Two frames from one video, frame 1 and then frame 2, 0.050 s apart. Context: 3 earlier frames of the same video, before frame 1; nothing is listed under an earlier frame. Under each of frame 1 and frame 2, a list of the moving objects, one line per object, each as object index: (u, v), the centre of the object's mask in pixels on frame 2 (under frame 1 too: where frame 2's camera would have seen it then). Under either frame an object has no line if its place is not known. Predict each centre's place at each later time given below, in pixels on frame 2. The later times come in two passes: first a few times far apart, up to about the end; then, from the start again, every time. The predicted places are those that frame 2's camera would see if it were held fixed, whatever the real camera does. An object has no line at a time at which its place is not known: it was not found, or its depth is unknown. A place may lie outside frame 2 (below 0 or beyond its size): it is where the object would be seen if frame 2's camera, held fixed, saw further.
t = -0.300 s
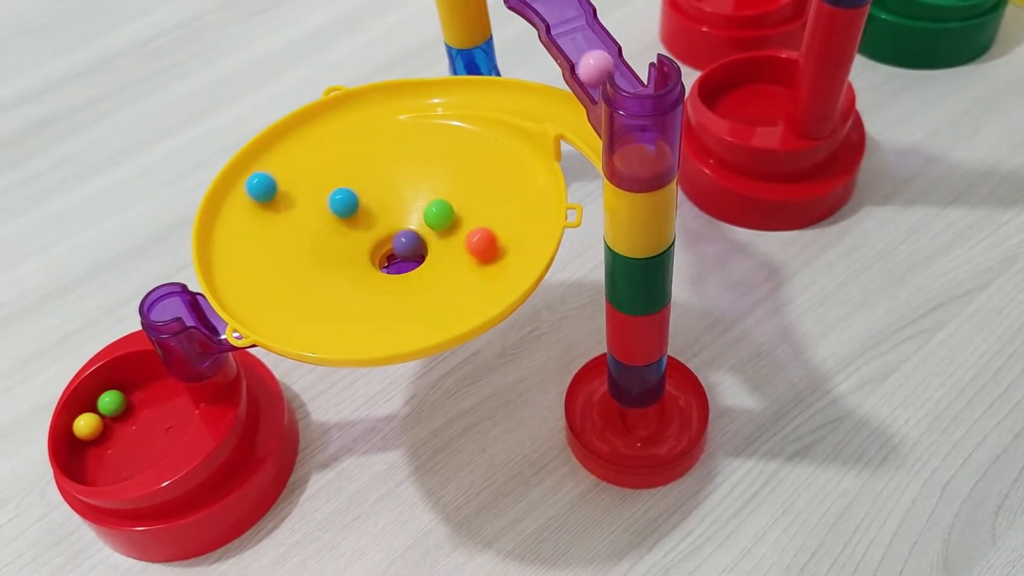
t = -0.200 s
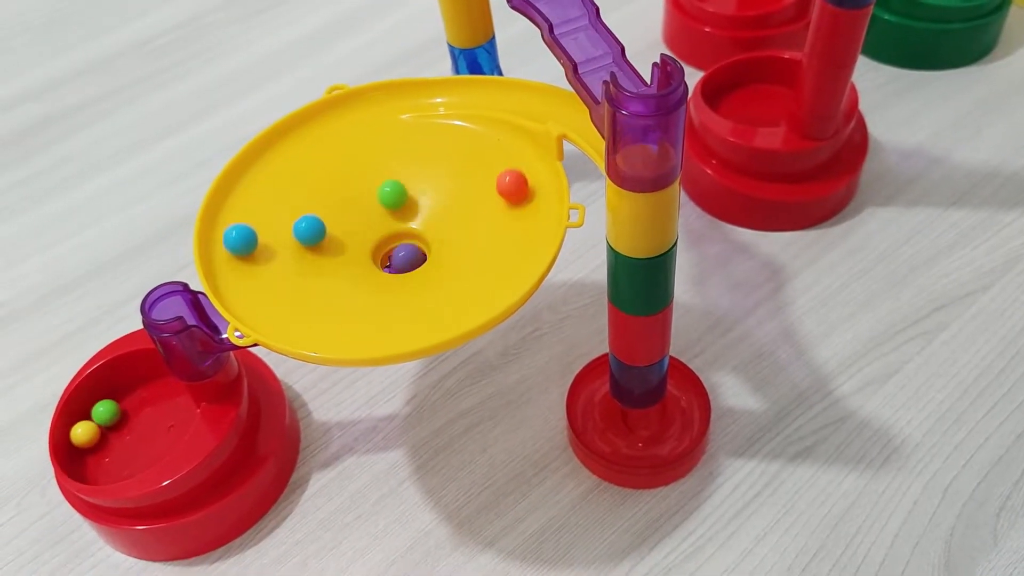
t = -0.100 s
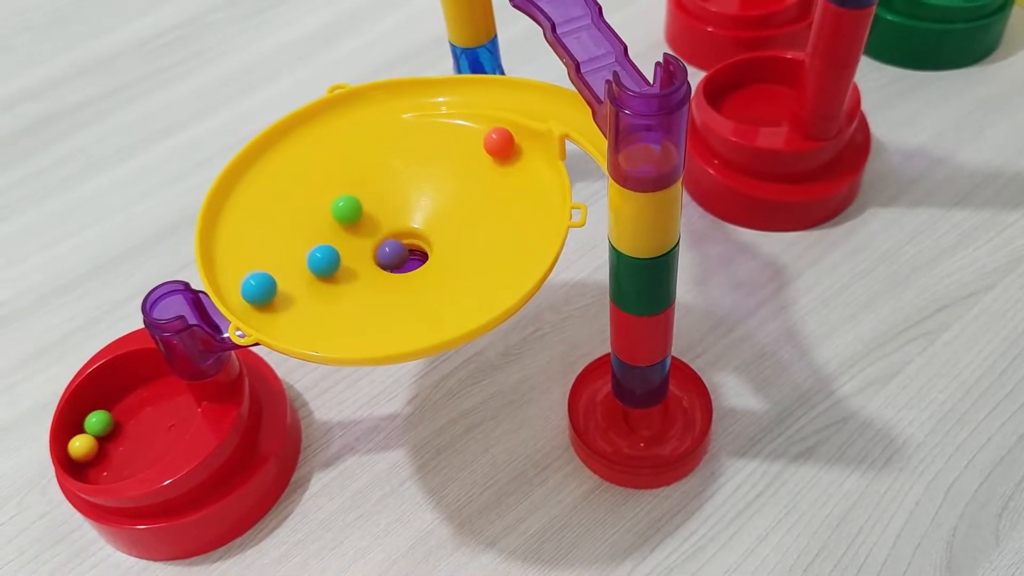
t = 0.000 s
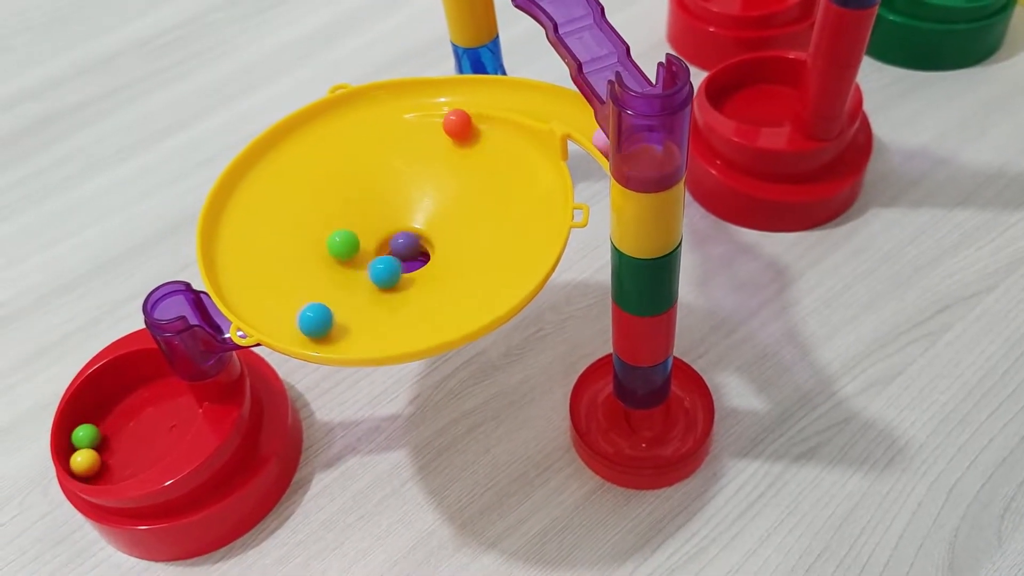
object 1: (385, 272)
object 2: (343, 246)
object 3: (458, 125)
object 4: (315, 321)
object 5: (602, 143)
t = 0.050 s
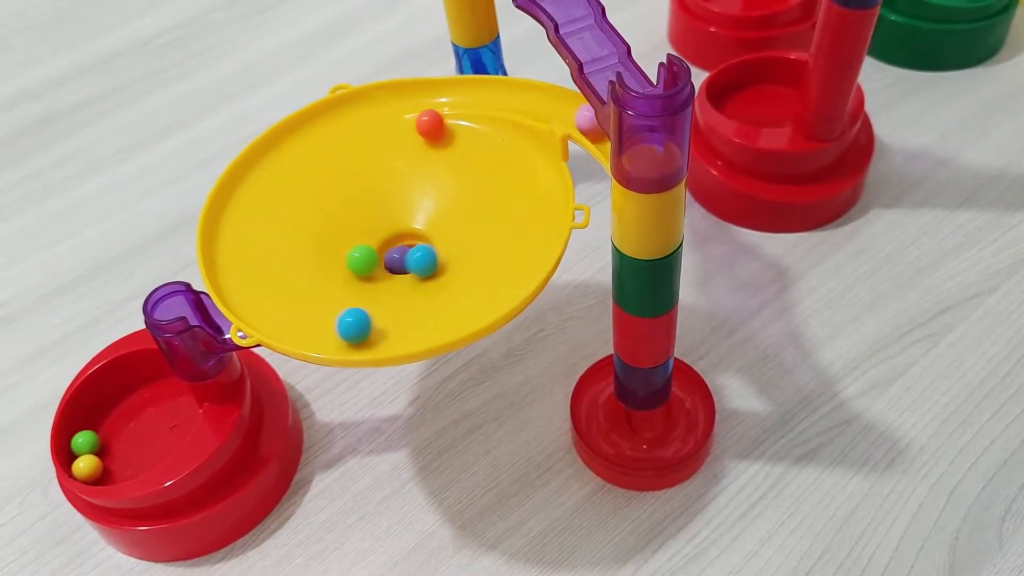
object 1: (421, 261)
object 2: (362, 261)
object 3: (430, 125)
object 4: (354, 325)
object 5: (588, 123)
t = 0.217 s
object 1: (445, 182)
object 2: (451, 233)
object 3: (332, 168)
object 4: (479, 276)
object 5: (439, 94)
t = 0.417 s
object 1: (357, 207)
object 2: (392, 209)
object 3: (298, 276)
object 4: (484, 160)
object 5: (233, 190)
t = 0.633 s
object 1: (378, 282)
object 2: (409, 267)
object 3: (425, 303)
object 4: (354, 120)
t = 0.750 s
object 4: (291, 140)
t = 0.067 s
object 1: (432, 254)
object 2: (371, 264)
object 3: (421, 126)
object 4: (367, 325)
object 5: (579, 116)
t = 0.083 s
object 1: (441, 245)
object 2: (382, 267)
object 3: (410, 128)
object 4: (381, 323)
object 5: (566, 111)
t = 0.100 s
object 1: (448, 236)
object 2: (393, 267)
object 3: (400, 131)
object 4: (395, 321)
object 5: (553, 107)
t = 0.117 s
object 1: (453, 226)
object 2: (404, 265)
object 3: (390, 134)
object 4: (409, 317)
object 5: (540, 103)
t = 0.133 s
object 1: (455, 217)
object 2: (415, 263)
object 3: (380, 138)
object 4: (422, 313)
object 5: (528, 98)
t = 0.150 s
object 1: (456, 208)
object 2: (424, 259)
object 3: (369, 142)
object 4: (435, 307)
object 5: (512, 94)
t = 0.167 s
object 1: (455, 200)
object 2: (433, 254)
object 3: (360, 148)
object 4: (448, 301)
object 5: (496, 94)
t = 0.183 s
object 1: (453, 193)
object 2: (441, 247)
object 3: (350, 154)
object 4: (459, 293)
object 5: (478, 94)
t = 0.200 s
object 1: (450, 187)
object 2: (447, 240)
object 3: (340, 161)
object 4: (470, 285)
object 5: (459, 94)
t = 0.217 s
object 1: (445, 182)
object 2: (451, 233)
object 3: (332, 168)
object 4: (479, 276)
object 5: (439, 94)
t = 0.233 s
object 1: (440, 178)
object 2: (453, 226)
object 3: (323, 176)
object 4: (488, 267)
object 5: (420, 93)
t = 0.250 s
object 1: (434, 176)
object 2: (453, 219)
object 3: (315, 184)
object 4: (495, 257)
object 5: (398, 95)
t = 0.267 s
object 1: (427, 174)
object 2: (451, 214)
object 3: (309, 193)
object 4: (501, 247)
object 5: (376, 98)
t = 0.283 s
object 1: (420, 174)
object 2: (448, 209)
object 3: (303, 203)
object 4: (504, 236)
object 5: (356, 102)
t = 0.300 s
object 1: (413, 175)
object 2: (443, 204)
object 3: (298, 212)
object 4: (507, 226)
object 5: (336, 108)
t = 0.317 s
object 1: (405, 176)
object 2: (437, 201)
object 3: (295, 221)
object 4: (508, 215)
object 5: (318, 117)
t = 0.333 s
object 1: (396, 179)
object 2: (430, 199)
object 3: (292, 231)
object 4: (507, 205)
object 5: (301, 127)
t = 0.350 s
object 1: (388, 183)
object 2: (423, 198)
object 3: (290, 241)
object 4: (505, 195)
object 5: (284, 137)
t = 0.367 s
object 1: (380, 188)
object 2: (414, 199)
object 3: (290, 250)
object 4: (501, 185)
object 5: (269, 149)
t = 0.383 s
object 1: (373, 194)
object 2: (405, 201)
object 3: (292, 259)
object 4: (496, 176)
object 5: (255, 162)
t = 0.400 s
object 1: (365, 201)
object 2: (398, 204)
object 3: (294, 268)
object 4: (490, 167)
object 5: (243, 176)
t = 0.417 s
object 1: (357, 207)
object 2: (392, 209)
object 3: (298, 276)
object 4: (484, 160)
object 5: (233, 190)
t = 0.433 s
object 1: (350, 215)
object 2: (386, 214)
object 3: (303, 284)
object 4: (476, 152)
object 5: (225, 206)
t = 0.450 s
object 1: (345, 222)
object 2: (381, 221)
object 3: (310, 290)
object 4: (467, 145)
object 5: (221, 221)
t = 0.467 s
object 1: (341, 230)
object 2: (377, 228)
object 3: (317, 296)
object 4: (458, 140)
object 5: (220, 236)
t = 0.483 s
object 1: (338, 238)
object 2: (374, 236)
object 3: (327, 302)
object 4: (449, 135)
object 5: (221, 253)
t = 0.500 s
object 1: (337, 245)
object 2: (372, 243)
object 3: (336, 306)
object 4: (438, 130)
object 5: (224, 268)
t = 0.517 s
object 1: (337, 253)
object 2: (373, 250)
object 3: (346, 309)
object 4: (428, 127)
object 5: (231, 282)
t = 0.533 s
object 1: (339, 260)
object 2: (375, 257)
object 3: (356, 311)
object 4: (418, 124)
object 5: (241, 296)
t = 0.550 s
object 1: (343, 266)
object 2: (379, 261)
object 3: (368, 312)
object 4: (407, 122)
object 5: (253, 308)
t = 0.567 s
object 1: (348, 271)
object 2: (384, 265)
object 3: (379, 312)
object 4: (396, 120)
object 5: (267, 319)
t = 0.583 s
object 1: (354, 276)
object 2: (390, 267)
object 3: (391, 311)
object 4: (386, 119)
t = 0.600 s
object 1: (361, 279)
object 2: (396, 268)
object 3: (402, 310)
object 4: (375, 119)
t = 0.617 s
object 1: (369, 281)
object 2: (402, 268)
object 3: (414, 307)
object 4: (364, 120)
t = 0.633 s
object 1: (378, 282)
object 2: (409, 267)
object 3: (425, 303)
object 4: (354, 120)
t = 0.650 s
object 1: (387, 282)
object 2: (414, 264)
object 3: (436, 298)
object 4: (344, 122)
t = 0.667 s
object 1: (396, 281)
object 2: (420, 262)
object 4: (334, 124)
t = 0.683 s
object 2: (426, 257)
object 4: (325, 126)
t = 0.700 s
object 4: (316, 129)
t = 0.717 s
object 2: (432, 245)
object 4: (307, 133)
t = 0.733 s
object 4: (299, 136)
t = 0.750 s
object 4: (291, 140)
